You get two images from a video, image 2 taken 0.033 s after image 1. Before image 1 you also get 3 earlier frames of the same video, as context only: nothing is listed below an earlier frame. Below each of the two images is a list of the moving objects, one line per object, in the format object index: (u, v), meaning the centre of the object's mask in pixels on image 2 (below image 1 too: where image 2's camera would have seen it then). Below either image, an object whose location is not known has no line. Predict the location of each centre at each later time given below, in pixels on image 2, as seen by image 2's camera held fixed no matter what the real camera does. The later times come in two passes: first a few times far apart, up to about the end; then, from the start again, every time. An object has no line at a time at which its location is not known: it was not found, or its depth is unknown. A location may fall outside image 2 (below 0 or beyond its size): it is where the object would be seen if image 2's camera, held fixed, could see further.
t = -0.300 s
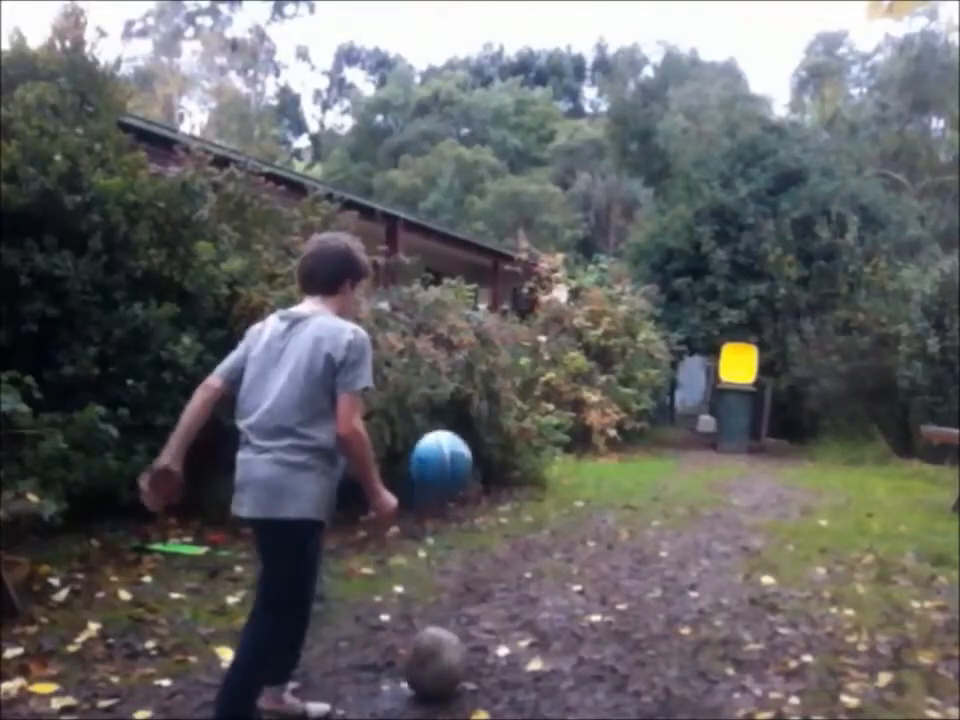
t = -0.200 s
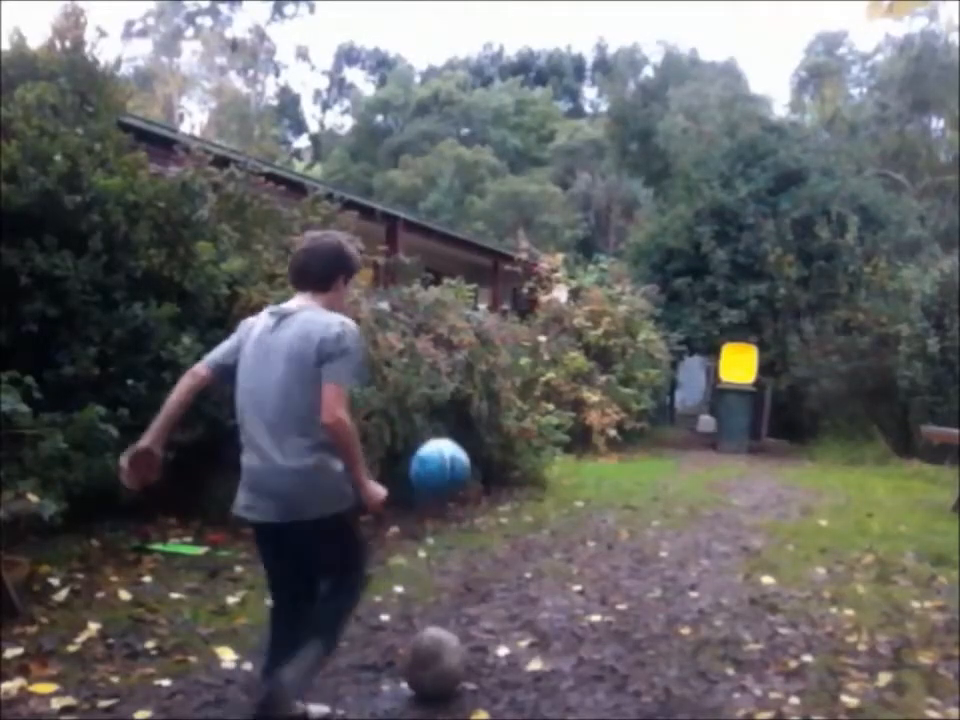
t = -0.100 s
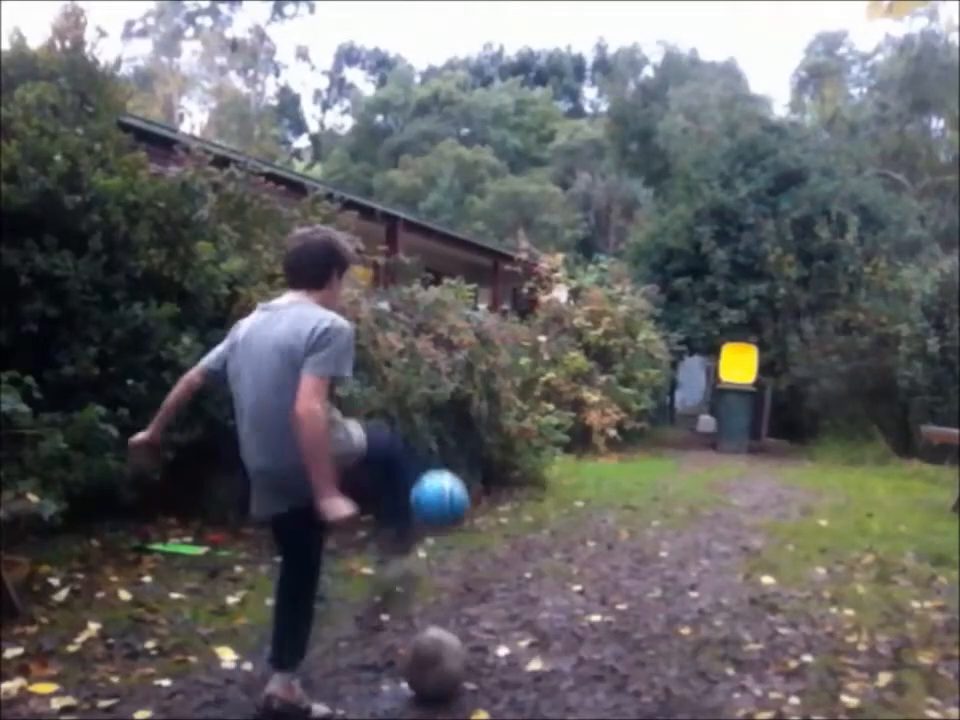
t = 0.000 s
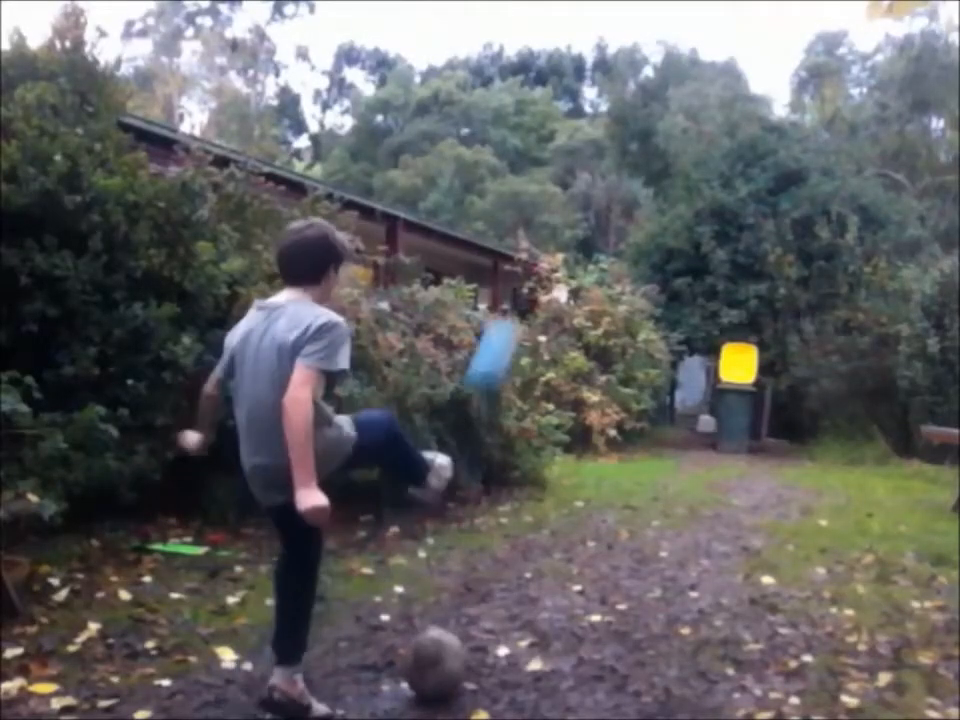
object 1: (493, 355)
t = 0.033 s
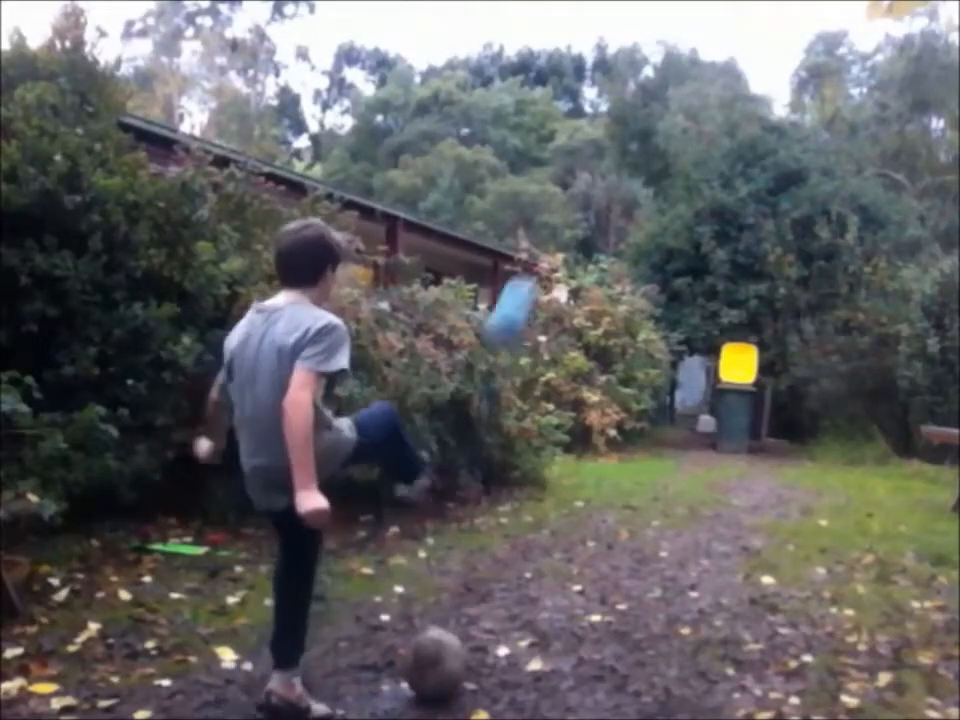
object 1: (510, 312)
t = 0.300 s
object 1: (612, 141)
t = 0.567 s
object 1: (665, 132)
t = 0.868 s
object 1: (700, 198)
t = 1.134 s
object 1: (719, 288)
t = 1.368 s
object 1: (728, 377)
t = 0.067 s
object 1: (529, 276)
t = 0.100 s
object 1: (547, 237)
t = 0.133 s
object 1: (560, 212)
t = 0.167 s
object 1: (574, 190)
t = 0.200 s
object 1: (585, 173)
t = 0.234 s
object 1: (595, 159)
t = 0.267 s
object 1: (604, 148)
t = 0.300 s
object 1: (612, 141)
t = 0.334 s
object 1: (622, 133)
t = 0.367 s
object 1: (629, 128)
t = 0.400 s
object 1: (636, 124)
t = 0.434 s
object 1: (643, 123)
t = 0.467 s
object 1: (648, 124)
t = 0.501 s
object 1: (654, 125)
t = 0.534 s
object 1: (660, 128)
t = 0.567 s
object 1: (665, 132)
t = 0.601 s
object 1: (669, 136)
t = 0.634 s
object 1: (673, 141)
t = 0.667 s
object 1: (678, 147)
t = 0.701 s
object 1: (682, 155)
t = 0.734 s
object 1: (686, 162)
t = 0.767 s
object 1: (690, 170)
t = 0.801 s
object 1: (693, 179)
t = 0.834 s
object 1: (697, 188)
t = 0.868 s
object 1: (700, 198)
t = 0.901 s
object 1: (702, 207)
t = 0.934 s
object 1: (706, 218)
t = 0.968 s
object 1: (708, 229)
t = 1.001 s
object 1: (710, 240)
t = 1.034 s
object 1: (713, 252)
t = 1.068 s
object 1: (716, 263)
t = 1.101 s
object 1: (717, 276)
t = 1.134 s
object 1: (719, 288)
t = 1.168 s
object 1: (721, 301)
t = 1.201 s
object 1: (723, 314)
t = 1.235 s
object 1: (724, 326)
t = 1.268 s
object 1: (725, 340)
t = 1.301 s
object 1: (728, 353)
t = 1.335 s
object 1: (727, 369)
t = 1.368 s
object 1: (728, 377)
